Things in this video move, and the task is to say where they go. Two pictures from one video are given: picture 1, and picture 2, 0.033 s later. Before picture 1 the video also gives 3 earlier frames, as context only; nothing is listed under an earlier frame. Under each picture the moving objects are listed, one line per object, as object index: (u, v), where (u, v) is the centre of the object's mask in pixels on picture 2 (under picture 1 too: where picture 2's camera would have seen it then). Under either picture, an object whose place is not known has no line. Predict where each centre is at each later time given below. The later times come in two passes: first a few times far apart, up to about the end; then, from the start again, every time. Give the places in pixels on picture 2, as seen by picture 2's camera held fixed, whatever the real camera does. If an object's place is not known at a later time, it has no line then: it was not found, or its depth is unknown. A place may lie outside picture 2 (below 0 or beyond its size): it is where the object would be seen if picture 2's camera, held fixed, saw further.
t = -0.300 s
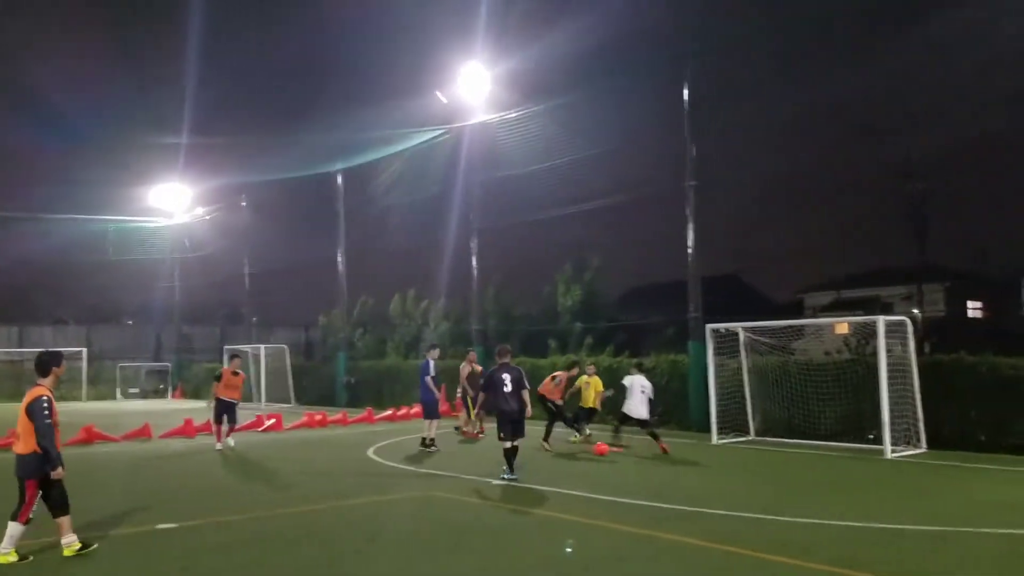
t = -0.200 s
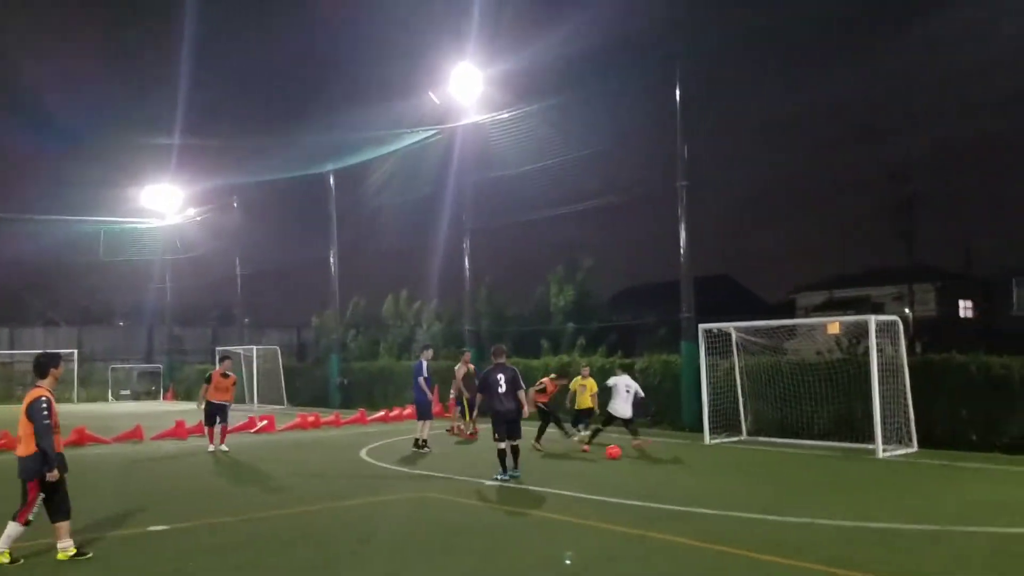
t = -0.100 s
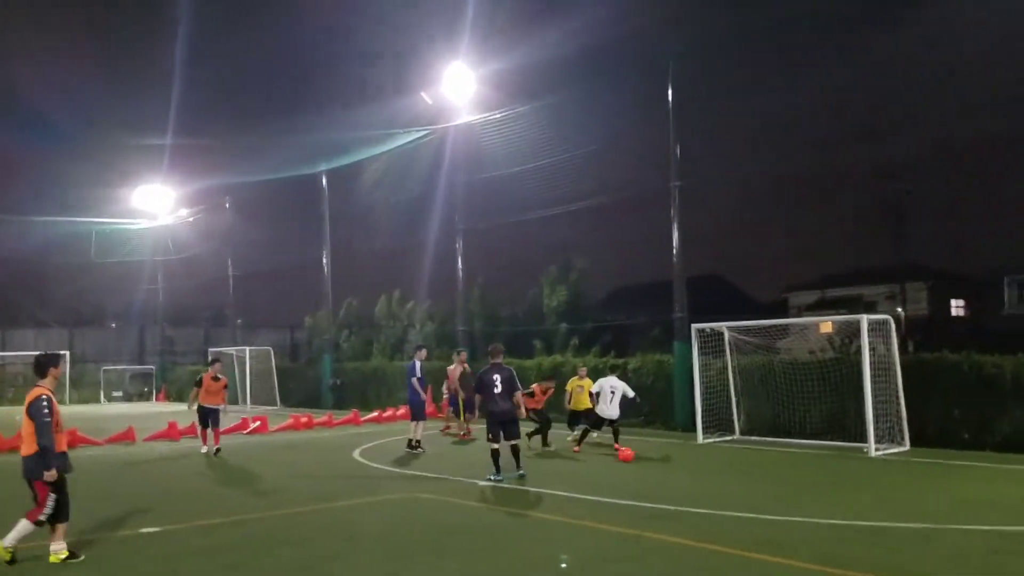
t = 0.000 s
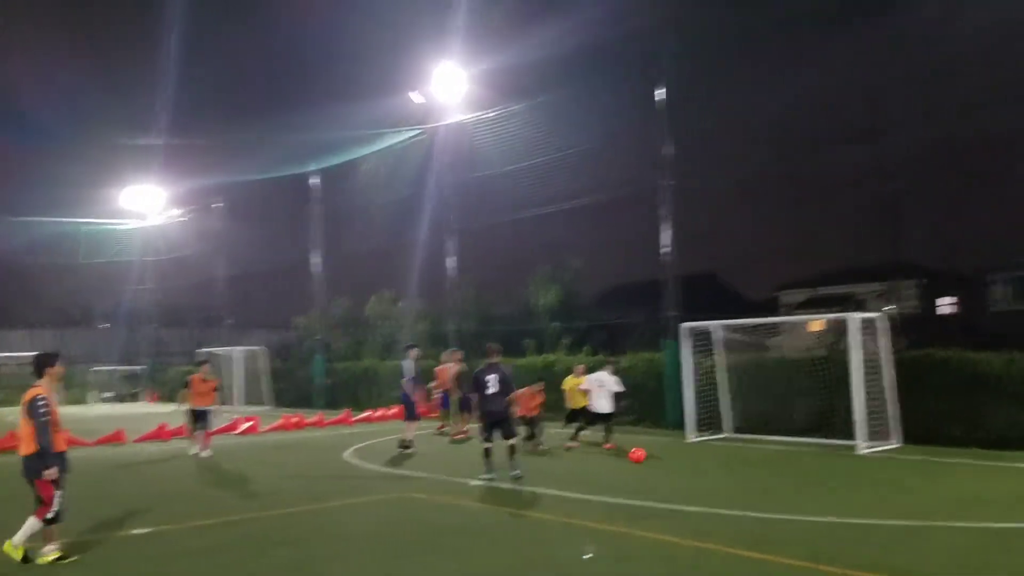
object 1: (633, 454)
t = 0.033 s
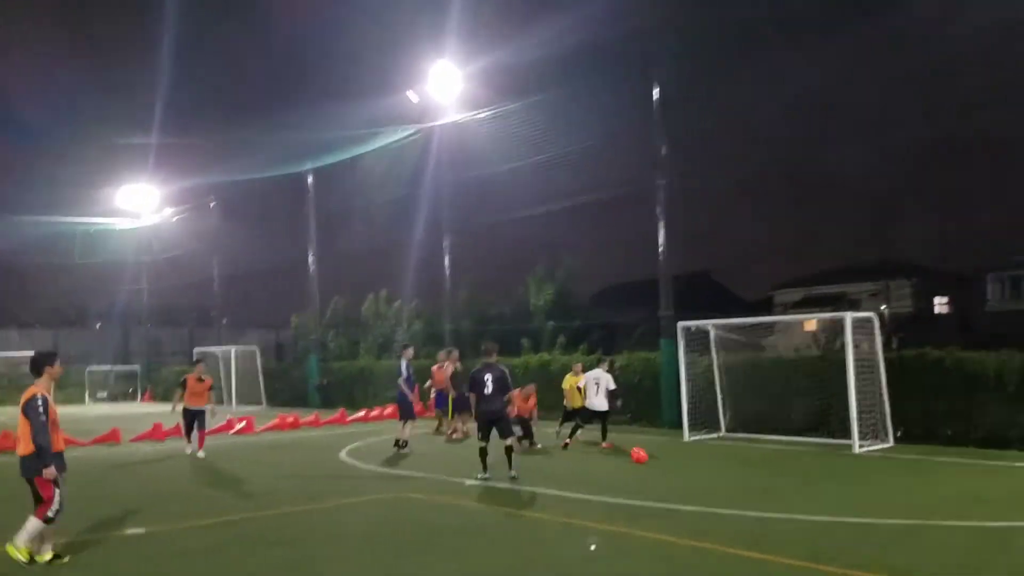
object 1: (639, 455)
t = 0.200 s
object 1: (674, 459)
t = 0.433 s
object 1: (729, 467)
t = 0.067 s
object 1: (645, 456)
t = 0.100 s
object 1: (654, 457)
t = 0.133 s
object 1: (660, 458)
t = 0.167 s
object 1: (667, 459)
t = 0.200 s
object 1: (674, 459)
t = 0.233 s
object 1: (681, 460)
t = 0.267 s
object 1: (689, 461)
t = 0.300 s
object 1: (696, 462)
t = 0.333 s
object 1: (704, 463)
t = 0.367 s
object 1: (712, 464)
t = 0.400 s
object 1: (720, 466)
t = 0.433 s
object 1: (729, 467)
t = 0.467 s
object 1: (737, 468)
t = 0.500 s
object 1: (746, 469)
